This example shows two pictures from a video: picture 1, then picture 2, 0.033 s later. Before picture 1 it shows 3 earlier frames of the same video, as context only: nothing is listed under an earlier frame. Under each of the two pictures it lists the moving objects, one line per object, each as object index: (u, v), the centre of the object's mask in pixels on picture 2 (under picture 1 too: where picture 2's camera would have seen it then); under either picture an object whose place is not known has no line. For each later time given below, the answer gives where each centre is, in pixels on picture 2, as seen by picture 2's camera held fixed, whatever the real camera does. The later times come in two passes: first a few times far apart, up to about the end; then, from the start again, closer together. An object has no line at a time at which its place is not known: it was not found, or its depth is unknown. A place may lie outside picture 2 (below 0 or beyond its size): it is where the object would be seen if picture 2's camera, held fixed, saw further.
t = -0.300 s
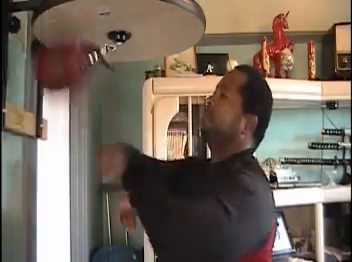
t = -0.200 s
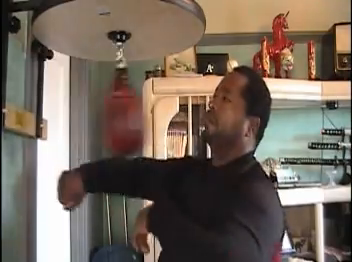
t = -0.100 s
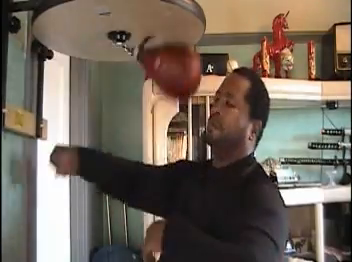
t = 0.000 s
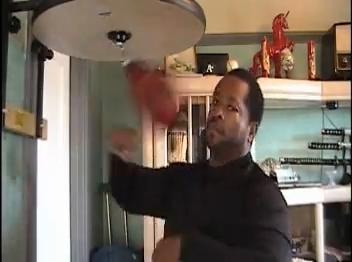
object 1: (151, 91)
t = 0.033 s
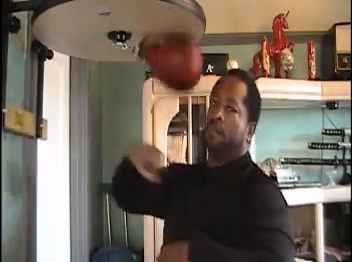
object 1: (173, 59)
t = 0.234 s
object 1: (68, 77)
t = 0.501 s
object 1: (155, 95)
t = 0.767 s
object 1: (69, 79)
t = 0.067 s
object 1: (159, 89)
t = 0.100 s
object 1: (135, 110)
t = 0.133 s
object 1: (105, 111)
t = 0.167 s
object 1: (78, 91)
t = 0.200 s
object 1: (63, 60)
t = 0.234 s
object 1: (68, 77)
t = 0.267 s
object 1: (85, 100)
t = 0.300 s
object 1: (107, 113)
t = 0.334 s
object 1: (132, 113)
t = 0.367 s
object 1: (153, 98)
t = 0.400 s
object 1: (167, 77)
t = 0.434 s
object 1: (171, 64)
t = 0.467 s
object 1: (166, 80)
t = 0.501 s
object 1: (155, 95)
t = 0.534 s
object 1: (139, 110)
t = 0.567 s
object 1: (120, 115)
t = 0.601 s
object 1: (100, 110)
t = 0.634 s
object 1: (83, 98)
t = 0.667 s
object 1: (70, 81)
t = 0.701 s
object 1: (63, 64)
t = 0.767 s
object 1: (69, 79)
